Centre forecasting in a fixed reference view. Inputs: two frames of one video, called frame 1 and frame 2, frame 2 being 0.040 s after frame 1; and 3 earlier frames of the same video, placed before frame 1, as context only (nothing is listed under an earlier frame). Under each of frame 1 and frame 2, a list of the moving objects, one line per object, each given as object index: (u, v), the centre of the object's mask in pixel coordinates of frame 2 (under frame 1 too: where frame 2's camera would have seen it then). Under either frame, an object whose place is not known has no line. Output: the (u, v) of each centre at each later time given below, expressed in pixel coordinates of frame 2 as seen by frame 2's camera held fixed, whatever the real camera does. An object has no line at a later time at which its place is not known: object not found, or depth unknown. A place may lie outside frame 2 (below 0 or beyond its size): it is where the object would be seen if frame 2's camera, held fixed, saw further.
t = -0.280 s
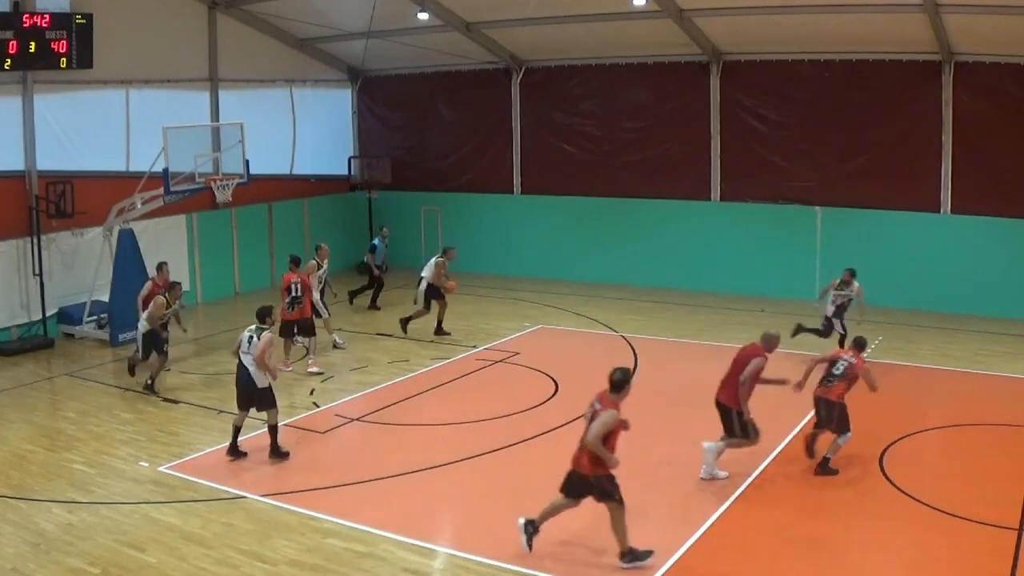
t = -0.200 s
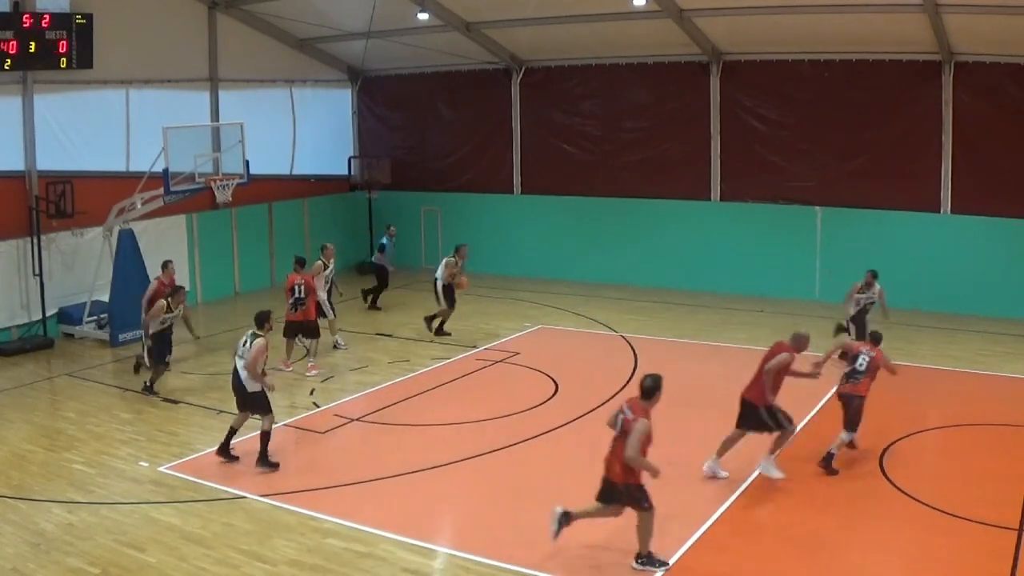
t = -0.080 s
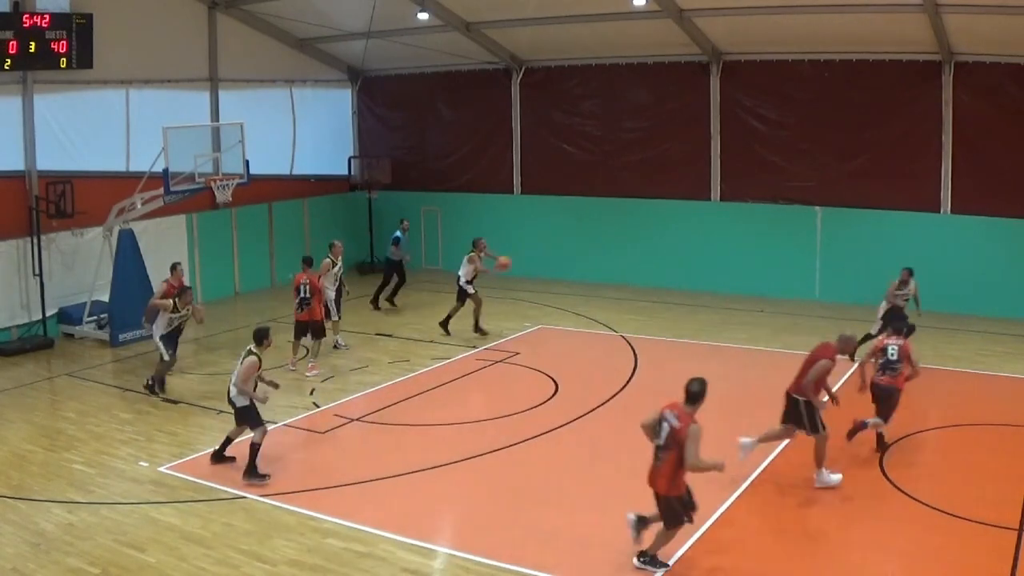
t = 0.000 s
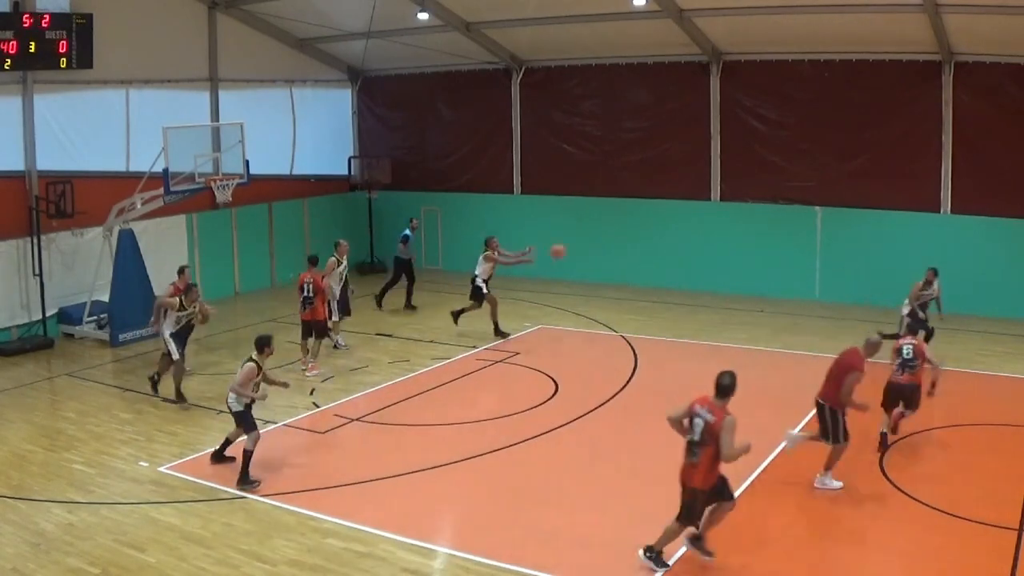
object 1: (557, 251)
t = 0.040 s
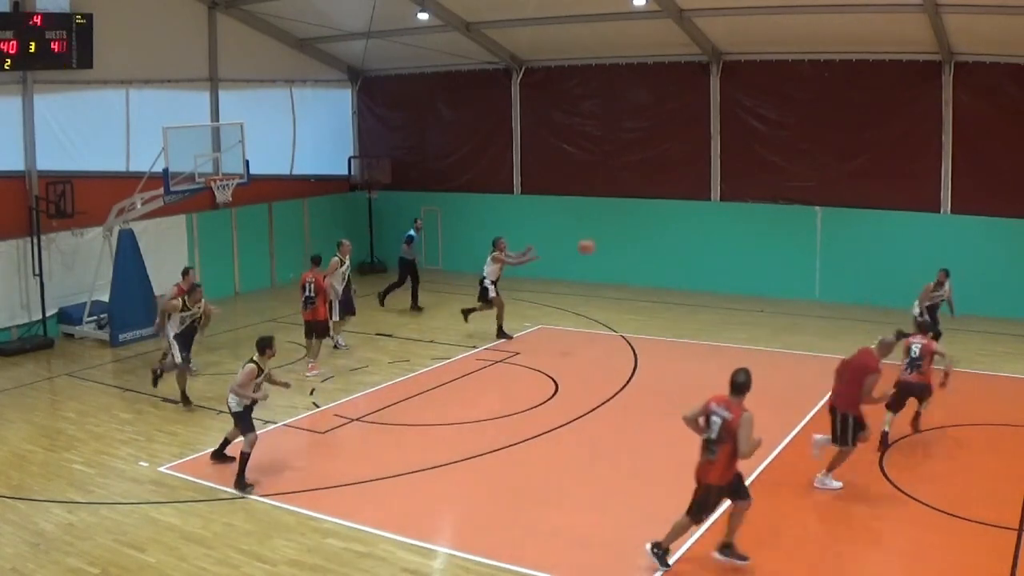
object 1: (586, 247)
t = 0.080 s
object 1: (614, 242)
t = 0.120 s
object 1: (643, 239)
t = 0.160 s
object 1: (671, 237)
